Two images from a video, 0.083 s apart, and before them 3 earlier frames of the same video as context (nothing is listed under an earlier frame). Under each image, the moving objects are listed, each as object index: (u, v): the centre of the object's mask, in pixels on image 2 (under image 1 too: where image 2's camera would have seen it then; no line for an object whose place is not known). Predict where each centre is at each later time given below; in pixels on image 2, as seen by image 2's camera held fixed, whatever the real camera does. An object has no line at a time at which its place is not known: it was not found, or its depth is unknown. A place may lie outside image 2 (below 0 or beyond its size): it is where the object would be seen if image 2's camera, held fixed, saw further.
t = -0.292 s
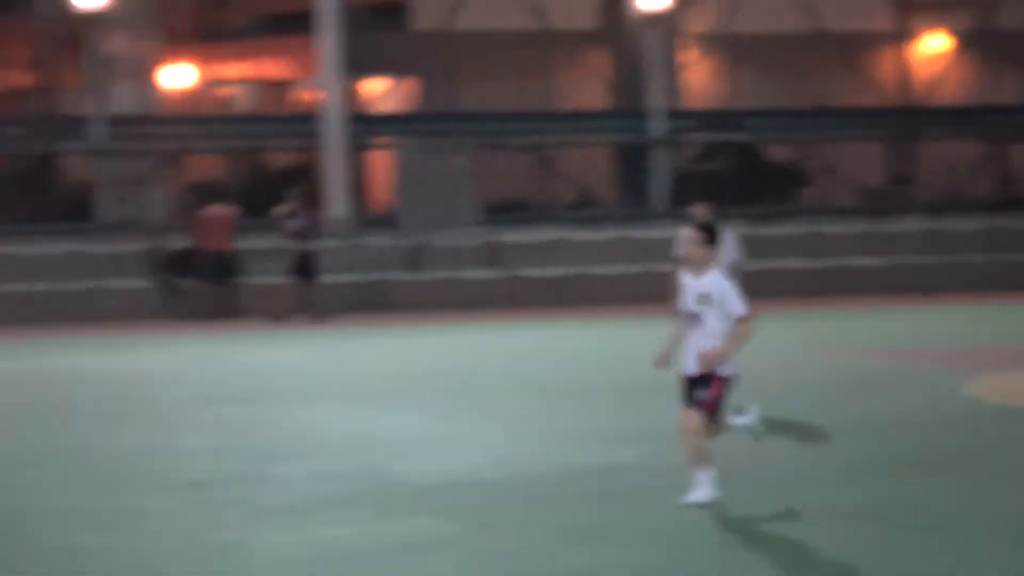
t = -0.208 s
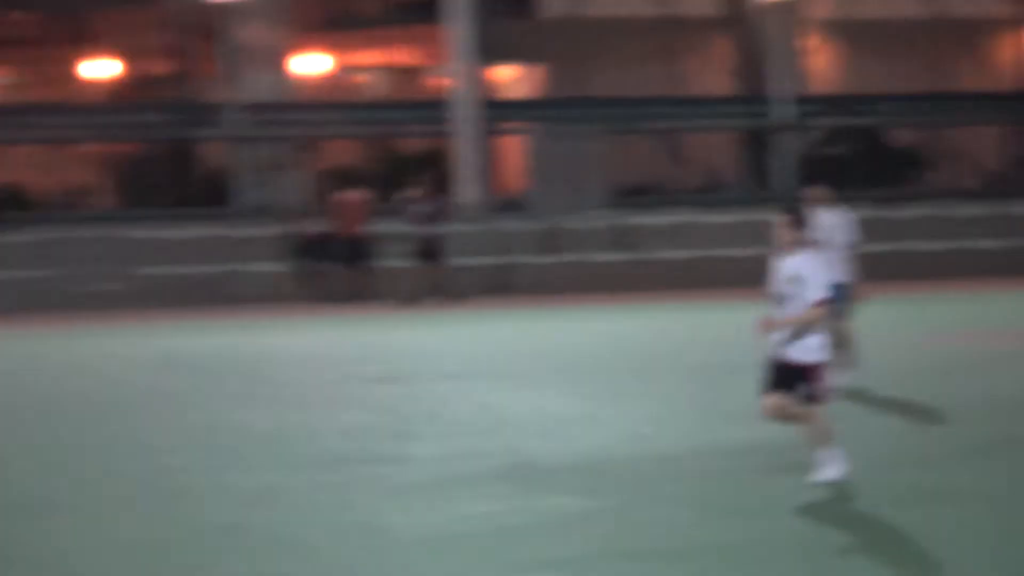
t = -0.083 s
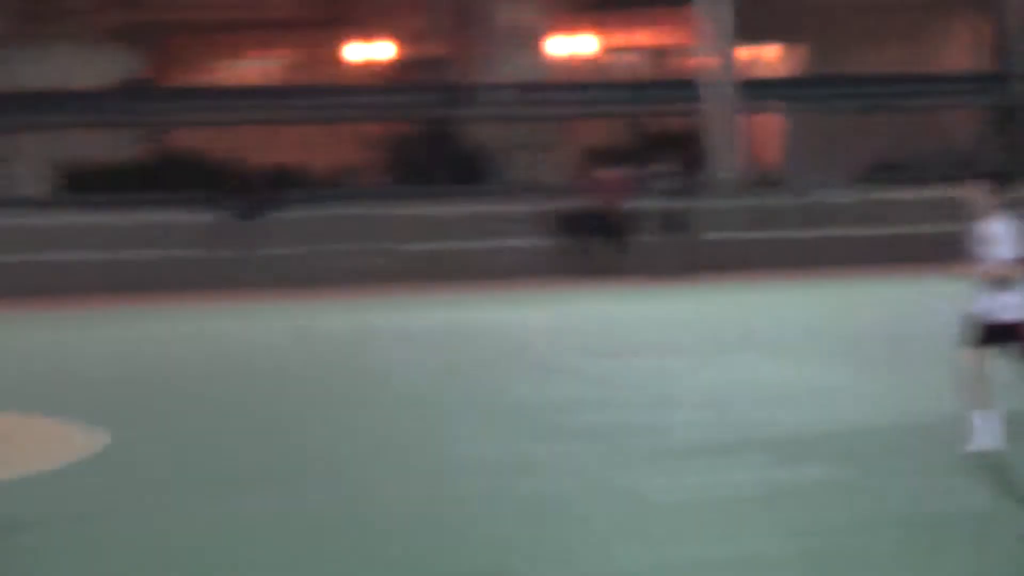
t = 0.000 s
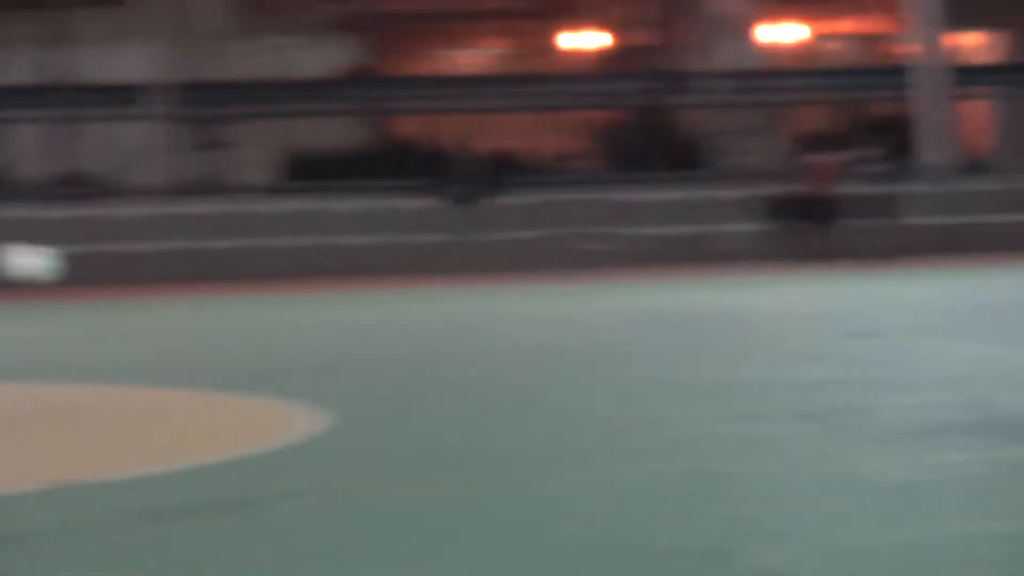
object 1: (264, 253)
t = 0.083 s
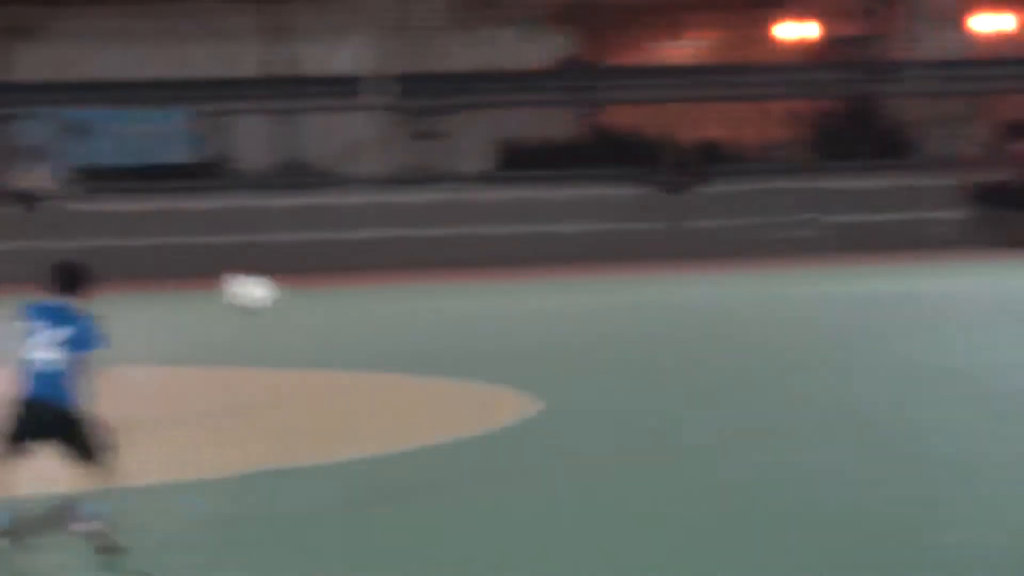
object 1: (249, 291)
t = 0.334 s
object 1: (258, 494)
